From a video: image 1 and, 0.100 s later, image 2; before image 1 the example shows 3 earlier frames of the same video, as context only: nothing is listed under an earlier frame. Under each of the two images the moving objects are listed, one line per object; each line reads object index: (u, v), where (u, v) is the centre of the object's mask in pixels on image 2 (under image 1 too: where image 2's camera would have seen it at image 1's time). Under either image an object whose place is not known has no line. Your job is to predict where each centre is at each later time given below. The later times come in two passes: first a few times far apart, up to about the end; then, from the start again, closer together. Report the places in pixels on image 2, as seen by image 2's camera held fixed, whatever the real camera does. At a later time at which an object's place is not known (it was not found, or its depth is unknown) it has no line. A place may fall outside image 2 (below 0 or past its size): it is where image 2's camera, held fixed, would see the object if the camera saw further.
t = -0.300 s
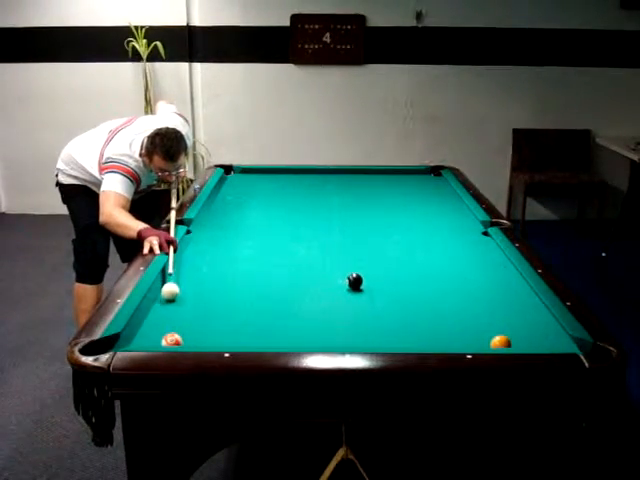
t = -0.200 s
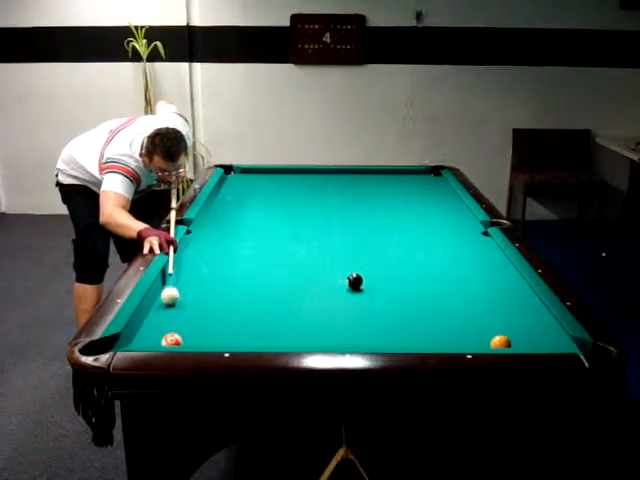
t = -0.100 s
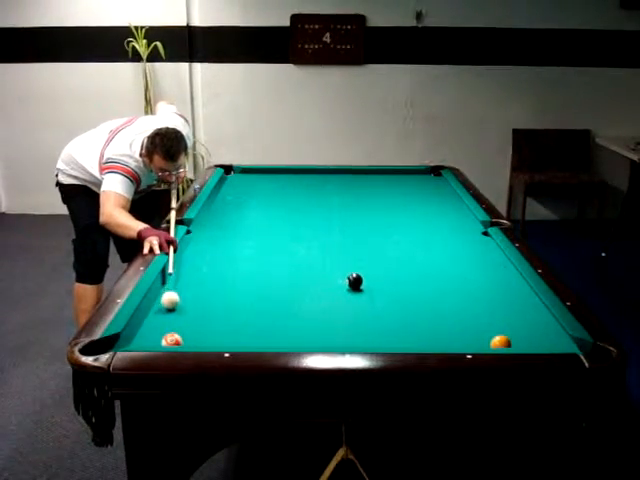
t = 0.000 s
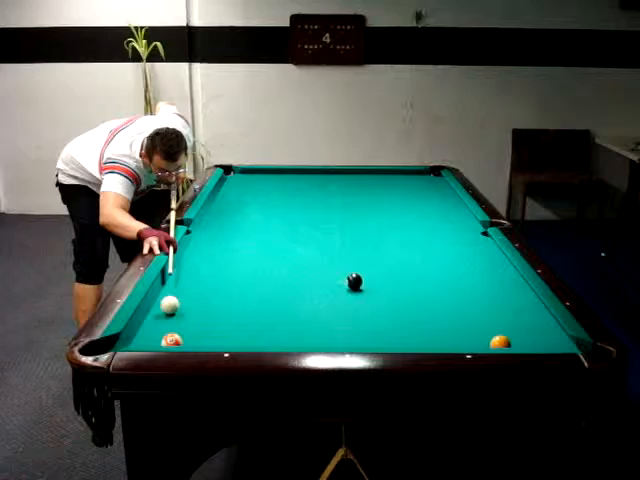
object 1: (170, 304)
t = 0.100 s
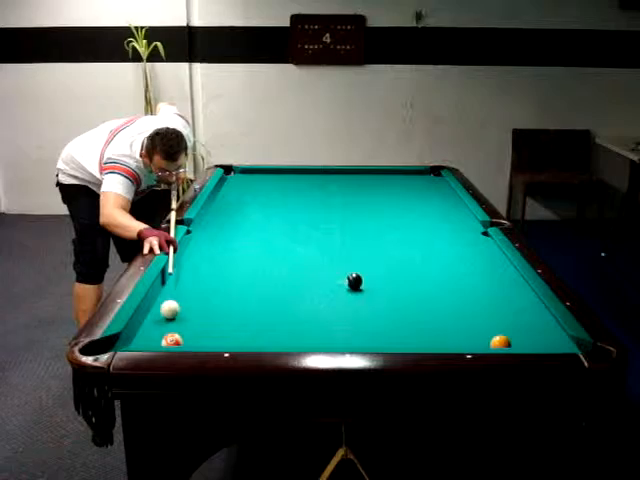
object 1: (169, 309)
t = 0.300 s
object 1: (169, 318)
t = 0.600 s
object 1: (169, 329)
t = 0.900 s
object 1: (166, 332)
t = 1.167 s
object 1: (166, 333)
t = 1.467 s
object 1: (167, 333)
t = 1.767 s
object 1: (167, 333)
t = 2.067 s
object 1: (167, 333)
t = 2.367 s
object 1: (167, 333)
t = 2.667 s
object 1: (167, 333)
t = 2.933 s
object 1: (167, 333)
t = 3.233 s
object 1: (167, 333)
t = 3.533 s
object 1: (167, 333)
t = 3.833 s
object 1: (167, 333)
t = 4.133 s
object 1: (167, 333)
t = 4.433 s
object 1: (167, 333)
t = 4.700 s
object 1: (167, 333)
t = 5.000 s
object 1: (167, 333)
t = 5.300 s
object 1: (167, 333)
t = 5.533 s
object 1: (167, 333)
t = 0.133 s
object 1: (170, 310)
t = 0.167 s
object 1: (169, 312)
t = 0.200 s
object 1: (170, 313)
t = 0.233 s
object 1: (169, 315)
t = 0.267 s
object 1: (170, 316)
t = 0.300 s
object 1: (169, 318)
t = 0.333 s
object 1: (169, 319)
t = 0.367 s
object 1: (169, 321)
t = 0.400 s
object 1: (169, 322)
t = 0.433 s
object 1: (169, 323)
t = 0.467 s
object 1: (169, 325)
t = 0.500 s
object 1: (169, 326)
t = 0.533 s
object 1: (169, 327)
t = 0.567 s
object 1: (169, 328)
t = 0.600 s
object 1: (169, 329)
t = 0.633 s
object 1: (169, 330)
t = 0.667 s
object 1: (169, 331)
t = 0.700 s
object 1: (168, 332)
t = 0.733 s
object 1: (168, 332)
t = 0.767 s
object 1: (167, 332)
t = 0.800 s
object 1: (167, 332)
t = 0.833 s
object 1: (166, 332)
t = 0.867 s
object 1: (166, 332)
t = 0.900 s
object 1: (166, 332)
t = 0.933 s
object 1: (166, 332)
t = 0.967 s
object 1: (166, 332)
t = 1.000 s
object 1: (166, 333)
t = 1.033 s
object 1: (166, 333)
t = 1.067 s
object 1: (166, 333)
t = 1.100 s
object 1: (166, 333)
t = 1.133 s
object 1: (166, 333)
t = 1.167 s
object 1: (166, 333)
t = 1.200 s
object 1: (166, 333)
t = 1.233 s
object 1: (166, 333)
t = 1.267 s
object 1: (166, 333)
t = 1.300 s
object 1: (166, 333)
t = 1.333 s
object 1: (167, 333)
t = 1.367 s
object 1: (167, 333)
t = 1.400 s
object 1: (167, 333)
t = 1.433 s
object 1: (167, 333)
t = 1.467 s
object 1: (167, 333)
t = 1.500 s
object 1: (167, 333)
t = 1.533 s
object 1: (167, 333)
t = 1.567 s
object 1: (167, 333)
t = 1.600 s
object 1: (167, 333)
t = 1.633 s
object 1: (167, 333)
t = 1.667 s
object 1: (167, 333)
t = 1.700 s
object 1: (167, 333)
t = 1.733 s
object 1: (167, 333)
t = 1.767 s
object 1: (167, 333)
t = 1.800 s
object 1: (167, 333)
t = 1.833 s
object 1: (167, 333)
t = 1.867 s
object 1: (167, 333)
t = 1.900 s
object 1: (167, 333)
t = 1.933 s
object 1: (167, 333)
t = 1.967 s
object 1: (167, 333)
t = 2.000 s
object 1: (167, 333)
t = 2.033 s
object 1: (167, 333)
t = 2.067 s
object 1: (167, 333)
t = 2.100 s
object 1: (167, 333)
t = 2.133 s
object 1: (167, 333)
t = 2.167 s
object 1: (167, 333)
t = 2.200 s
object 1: (167, 333)
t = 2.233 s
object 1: (167, 333)
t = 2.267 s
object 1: (167, 333)
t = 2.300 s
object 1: (167, 333)
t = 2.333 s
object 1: (167, 333)
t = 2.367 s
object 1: (167, 333)
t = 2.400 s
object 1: (167, 333)
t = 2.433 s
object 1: (167, 333)
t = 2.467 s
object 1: (167, 333)
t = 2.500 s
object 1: (167, 333)
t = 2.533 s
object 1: (167, 333)
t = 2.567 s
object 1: (167, 333)
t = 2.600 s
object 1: (167, 333)
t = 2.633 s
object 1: (167, 333)
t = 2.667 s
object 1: (167, 333)
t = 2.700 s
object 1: (167, 333)
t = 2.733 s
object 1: (167, 333)
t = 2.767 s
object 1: (167, 333)
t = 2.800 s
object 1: (167, 333)
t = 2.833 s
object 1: (167, 333)
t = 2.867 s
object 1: (167, 333)
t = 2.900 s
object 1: (167, 333)
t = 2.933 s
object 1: (167, 333)
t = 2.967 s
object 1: (167, 333)
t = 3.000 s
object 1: (167, 333)
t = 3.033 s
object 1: (167, 333)
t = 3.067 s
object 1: (167, 333)
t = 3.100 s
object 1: (167, 333)
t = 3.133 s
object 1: (167, 333)
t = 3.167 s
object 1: (167, 333)
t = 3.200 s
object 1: (167, 333)
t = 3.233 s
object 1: (167, 333)
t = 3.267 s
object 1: (167, 333)
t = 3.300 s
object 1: (167, 333)
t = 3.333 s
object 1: (167, 333)
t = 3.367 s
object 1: (167, 333)
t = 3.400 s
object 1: (167, 333)
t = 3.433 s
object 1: (167, 333)
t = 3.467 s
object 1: (167, 333)
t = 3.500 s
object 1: (167, 333)
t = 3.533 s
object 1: (167, 333)
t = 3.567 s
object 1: (167, 333)
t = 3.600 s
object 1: (167, 333)
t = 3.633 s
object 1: (167, 333)
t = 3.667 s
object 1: (167, 333)
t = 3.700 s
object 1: (167, 333)
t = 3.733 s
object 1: (167, 333)
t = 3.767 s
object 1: (167, 333)
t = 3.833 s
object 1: (167, 333)
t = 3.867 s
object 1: (167, 333)
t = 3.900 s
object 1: (167, 333)
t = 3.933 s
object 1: (167, 333)
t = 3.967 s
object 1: (167, 333)
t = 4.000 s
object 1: (167, 333)
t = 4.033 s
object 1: (167, 333)
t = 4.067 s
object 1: (167, 333)
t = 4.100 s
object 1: (167, 333)
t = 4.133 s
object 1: (167, 333)
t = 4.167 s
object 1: (167, 333)
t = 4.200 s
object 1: (167, 333)
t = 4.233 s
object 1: (167, 333)
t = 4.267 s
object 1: (167, 333)
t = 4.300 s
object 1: (167, 333)
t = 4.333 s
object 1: (167, 333)
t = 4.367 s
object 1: (167, 333)
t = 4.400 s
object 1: (167, 333)
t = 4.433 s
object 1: (167, 333)
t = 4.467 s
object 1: (167, 333)
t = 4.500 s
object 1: (167, 333)
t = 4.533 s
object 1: (167, 333)
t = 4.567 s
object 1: (167, 333)
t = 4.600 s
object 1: (167, 333)
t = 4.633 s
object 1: (167, 333)
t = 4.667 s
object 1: (167, 333)
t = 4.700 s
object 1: (167, 333)
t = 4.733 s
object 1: (167, 333)
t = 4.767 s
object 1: (167, 333)
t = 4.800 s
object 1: (167, 333)
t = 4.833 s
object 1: (167, 333)
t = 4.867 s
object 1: (167, 333)
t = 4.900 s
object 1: (167, 333)
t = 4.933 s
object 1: (167, 333)
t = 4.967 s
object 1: (167, 333)
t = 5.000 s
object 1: (167, 333)
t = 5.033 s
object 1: (167, 333)
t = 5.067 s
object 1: (167, 333)
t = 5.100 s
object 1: (167, 333)
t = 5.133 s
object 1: (167, 333)
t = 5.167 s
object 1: (167, 333)
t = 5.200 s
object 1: (167, 333)
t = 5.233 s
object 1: (167, 333)
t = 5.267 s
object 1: (167, 333)
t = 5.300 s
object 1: (167, 333)
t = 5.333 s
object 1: (167, 333)
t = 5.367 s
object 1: (167, 333)
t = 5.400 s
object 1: (167, 333)
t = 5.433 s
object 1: (167, 333)
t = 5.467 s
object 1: (167, 333)
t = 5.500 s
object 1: (167, 333)
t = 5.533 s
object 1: (167, 333)
